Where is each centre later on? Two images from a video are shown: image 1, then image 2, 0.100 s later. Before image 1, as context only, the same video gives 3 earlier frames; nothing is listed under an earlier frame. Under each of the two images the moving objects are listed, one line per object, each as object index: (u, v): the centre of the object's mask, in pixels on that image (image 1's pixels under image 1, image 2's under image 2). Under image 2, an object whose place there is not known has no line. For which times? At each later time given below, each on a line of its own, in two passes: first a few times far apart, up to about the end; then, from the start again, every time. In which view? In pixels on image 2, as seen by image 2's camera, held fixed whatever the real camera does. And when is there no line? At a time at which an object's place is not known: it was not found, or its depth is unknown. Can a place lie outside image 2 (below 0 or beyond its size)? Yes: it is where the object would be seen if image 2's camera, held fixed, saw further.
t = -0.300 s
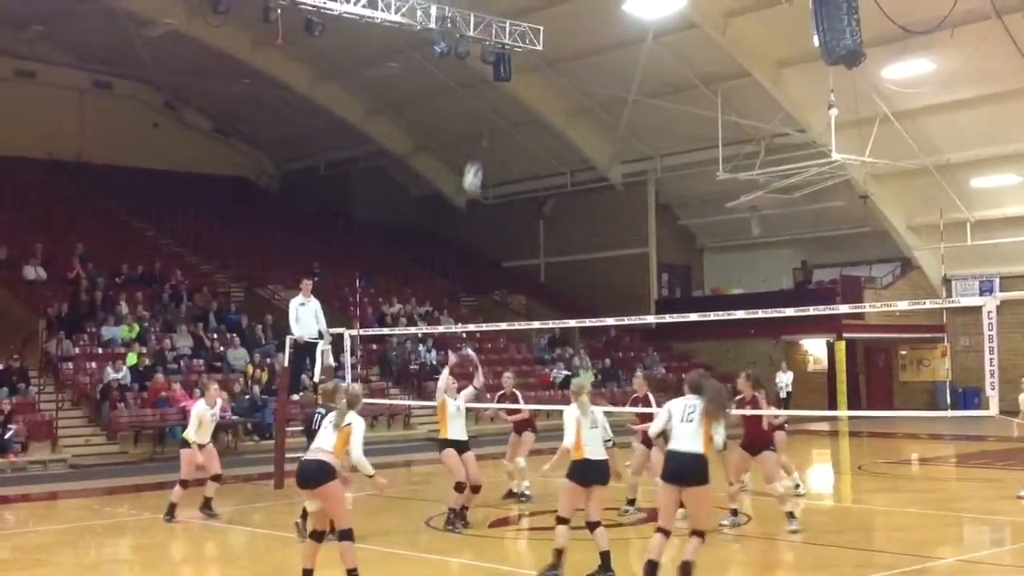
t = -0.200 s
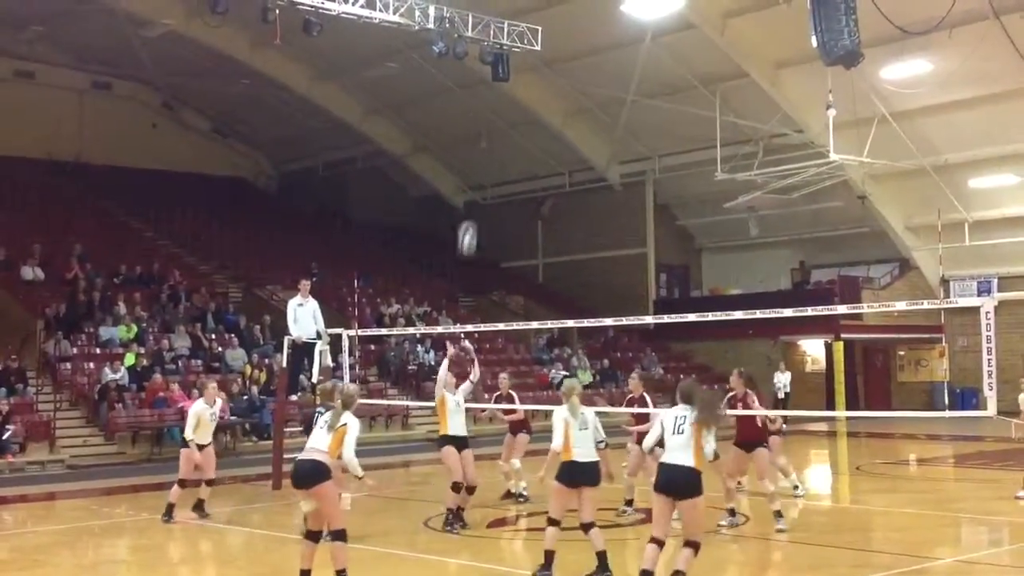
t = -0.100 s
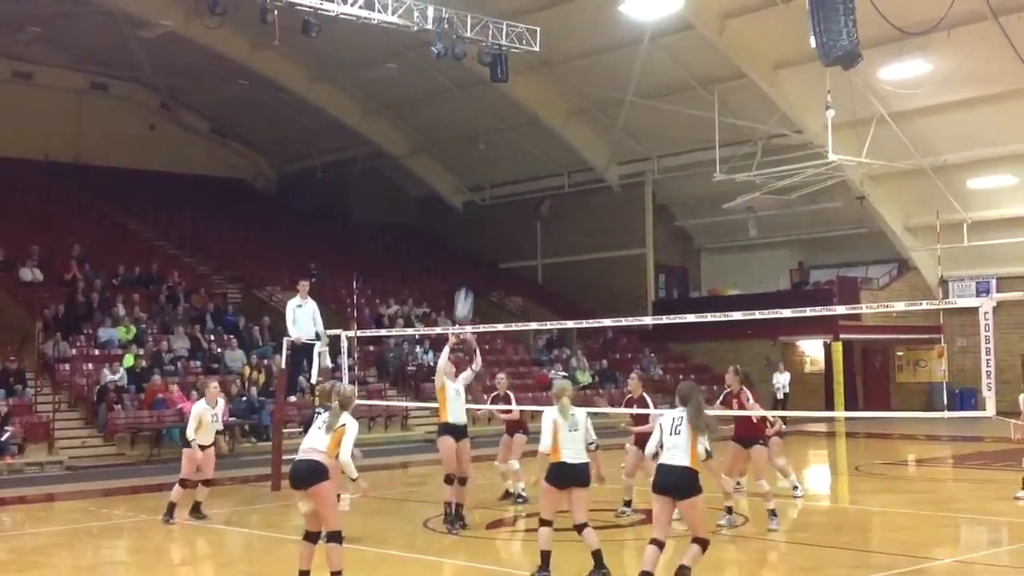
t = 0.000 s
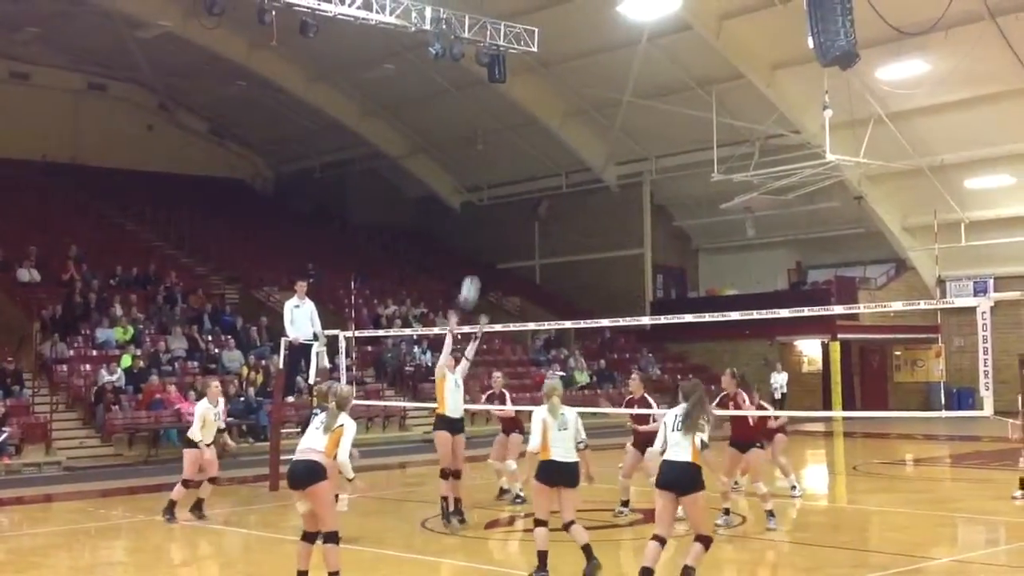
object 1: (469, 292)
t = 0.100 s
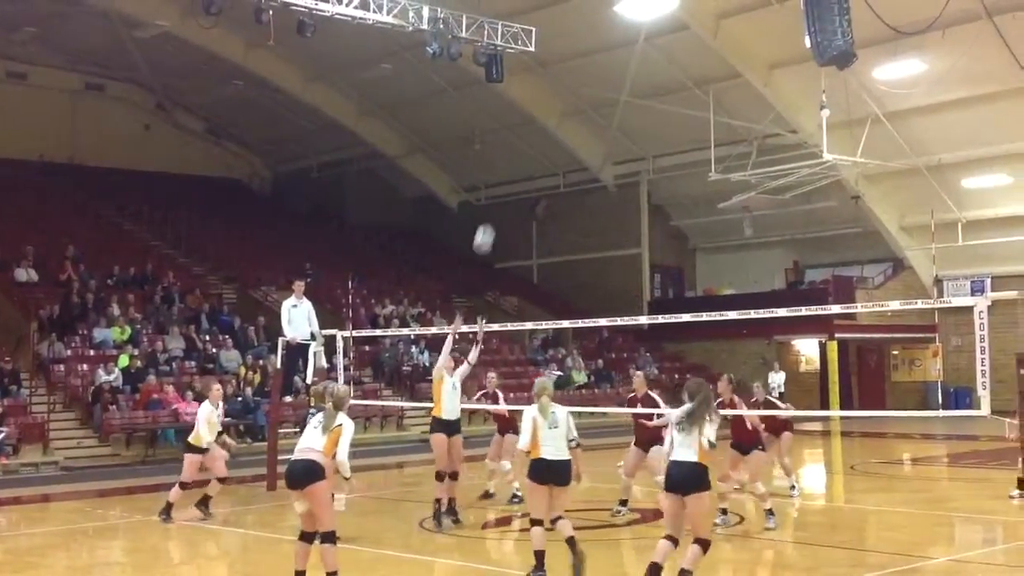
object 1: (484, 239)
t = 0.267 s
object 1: (514, 167)
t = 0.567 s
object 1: (572, 99)
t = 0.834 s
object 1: (630, 108)
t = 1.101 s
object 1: (699, 193)
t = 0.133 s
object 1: (489, 223)
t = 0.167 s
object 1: (495, 208)
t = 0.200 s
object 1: (501, 193)
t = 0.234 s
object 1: (507, 179)
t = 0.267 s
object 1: (514, 167)
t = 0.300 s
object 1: (520, 156)
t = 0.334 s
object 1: (526, 145)
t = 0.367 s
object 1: (532, 136)
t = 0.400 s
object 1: (539, 128)
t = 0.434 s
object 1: (546, 120)
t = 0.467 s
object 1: (553, 113)
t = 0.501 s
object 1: (560, 107)
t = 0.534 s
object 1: (566, 102)
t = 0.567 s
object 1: (572, 99)
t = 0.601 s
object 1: (580, 97)
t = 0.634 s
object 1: (587, 94)
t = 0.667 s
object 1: (594, 93)
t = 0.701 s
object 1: (601, 94)
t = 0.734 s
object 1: (608, 95)
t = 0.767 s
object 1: (615, 98)
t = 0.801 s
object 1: (623, 102)
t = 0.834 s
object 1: (630, 108)
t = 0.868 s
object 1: (639, 114)
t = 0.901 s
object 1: (648, 121)
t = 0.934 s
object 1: (656, 129)
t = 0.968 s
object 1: (664, 140)
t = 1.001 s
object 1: (673, 150)
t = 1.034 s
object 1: (682, 165)
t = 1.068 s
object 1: (690, 178)
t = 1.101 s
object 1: (699, 193)
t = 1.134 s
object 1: (708, 211)
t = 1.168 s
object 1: (717, 229)
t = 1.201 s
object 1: (727, 246)
